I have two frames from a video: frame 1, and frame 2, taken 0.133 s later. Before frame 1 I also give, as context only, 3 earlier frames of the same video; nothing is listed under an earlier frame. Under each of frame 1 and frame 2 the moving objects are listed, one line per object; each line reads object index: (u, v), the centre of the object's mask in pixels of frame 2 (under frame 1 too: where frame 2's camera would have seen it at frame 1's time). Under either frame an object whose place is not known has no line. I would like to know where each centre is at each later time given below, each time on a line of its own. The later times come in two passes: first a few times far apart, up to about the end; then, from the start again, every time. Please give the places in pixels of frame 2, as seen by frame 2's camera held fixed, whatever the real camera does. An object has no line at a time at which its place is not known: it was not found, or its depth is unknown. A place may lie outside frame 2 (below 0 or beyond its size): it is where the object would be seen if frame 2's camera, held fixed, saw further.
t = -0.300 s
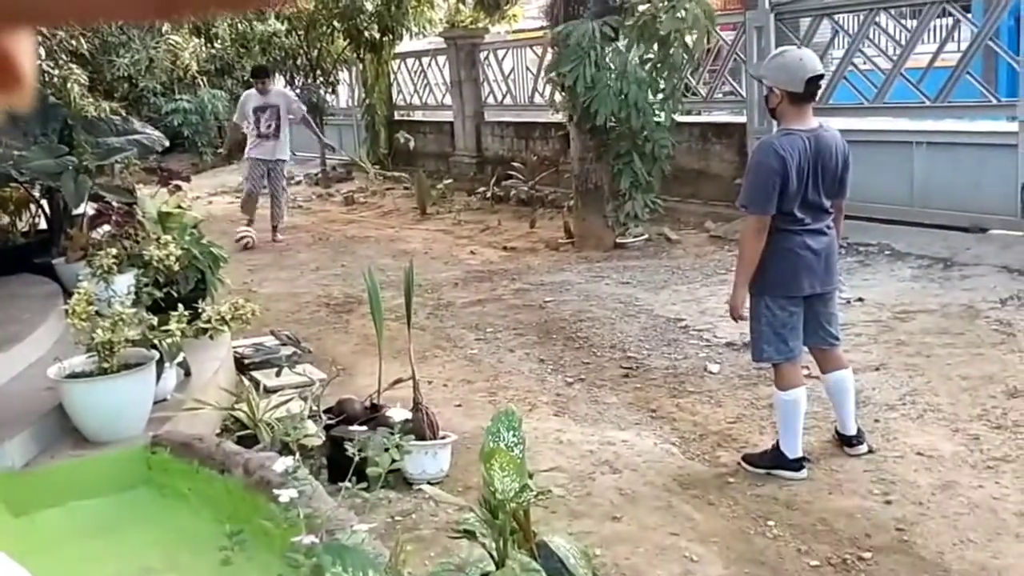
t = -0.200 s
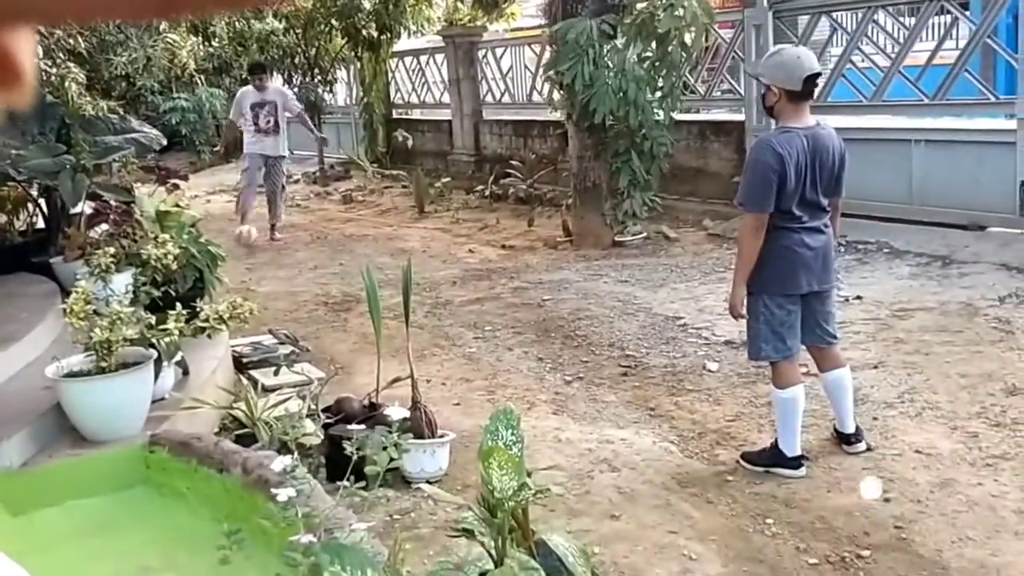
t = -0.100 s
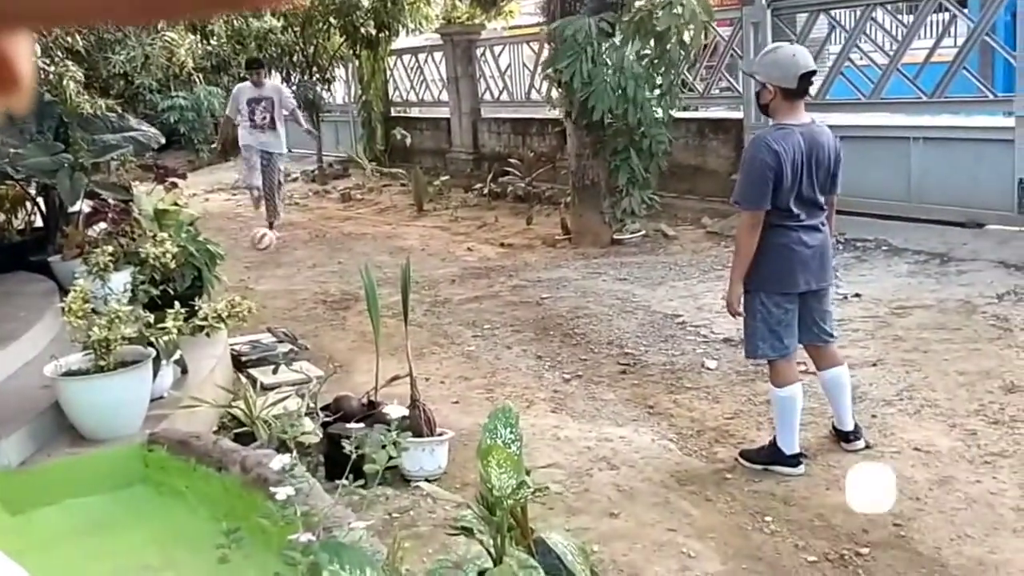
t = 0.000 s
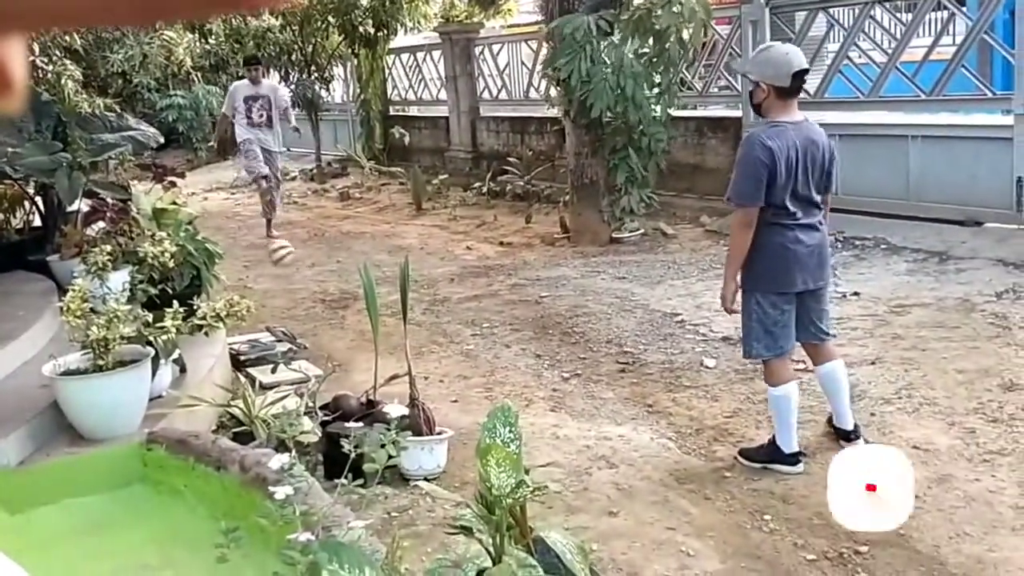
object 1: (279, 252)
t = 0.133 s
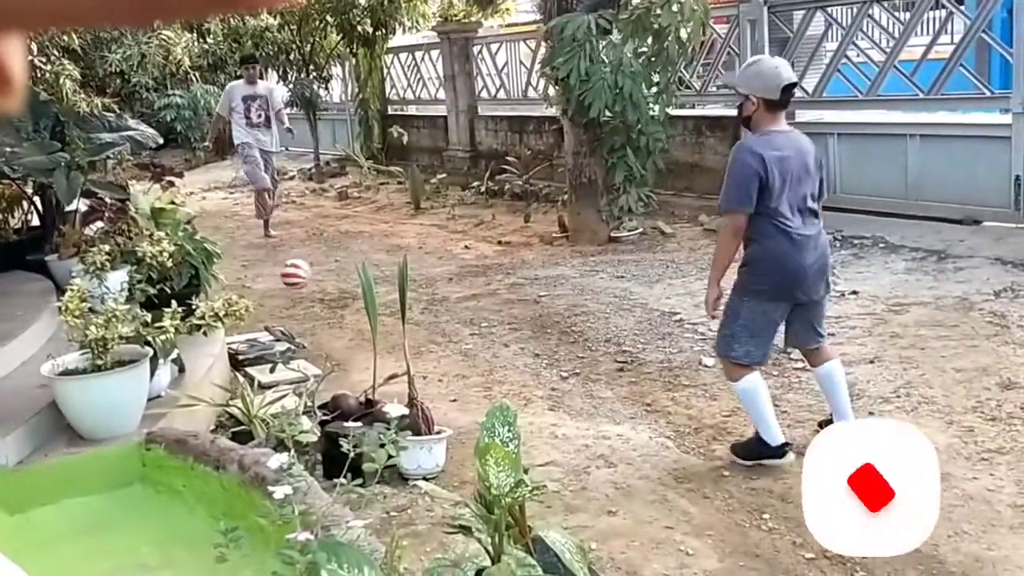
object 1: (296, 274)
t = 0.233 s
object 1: (303, 278)
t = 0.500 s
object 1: (319, 317)
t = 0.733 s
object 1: (326, 360)
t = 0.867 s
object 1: (328, 363)
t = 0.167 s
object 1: (298, 273)
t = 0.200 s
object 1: (300, 275)
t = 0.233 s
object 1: (303, 278)
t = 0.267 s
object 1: (306, 281)
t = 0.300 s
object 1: (309, 290)
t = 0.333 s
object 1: (313, 301)
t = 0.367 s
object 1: (319, 312)
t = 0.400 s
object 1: (320, 319)
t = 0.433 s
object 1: (319, 316)
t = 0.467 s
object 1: (319, 316)
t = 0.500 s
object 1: (319, 317)
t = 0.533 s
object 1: (319, 319)
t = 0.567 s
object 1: (320, 323)
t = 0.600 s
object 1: (322, 330)
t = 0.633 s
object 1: (326, 334)
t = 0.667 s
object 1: (325, 349)
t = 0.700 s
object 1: (326, 361)
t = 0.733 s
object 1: (326, 360)
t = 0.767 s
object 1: (326, 360)
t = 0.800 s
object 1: (326, 360)
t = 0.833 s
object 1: (327, 361)
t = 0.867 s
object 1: (328, 363)
